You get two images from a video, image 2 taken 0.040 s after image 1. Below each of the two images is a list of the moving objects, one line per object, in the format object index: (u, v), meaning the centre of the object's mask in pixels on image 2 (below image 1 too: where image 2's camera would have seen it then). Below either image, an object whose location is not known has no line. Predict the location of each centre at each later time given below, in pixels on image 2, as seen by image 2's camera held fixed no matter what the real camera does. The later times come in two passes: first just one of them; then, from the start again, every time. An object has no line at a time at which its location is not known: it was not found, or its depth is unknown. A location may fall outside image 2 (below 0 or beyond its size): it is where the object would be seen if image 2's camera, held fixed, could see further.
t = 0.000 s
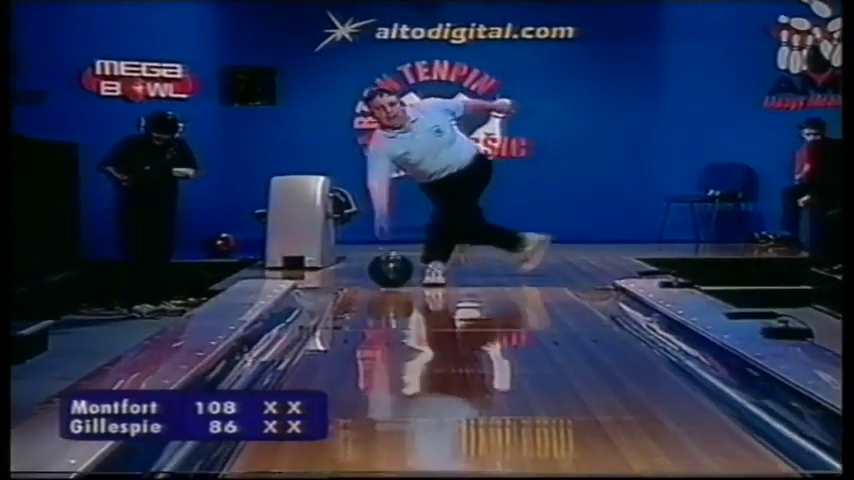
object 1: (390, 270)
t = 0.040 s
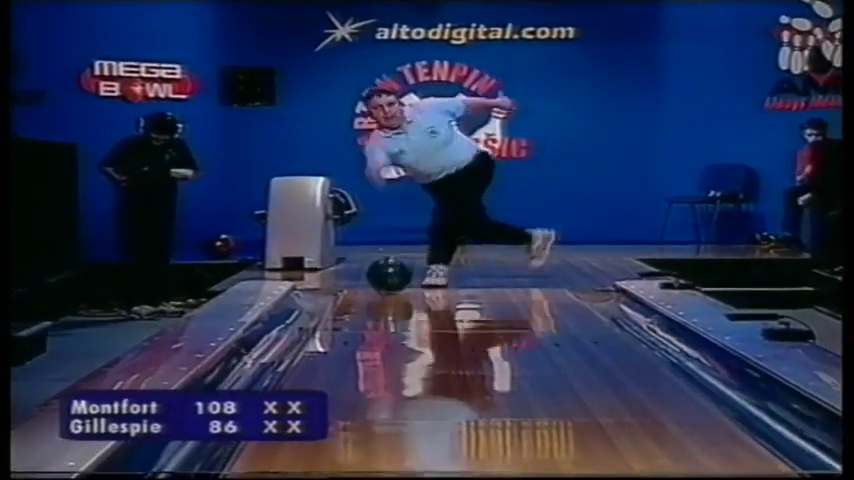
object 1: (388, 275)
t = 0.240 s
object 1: (383, 292)
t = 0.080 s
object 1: (388, 278)
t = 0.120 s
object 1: (387, 281)
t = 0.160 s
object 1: (385, 284)
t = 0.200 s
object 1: (384, 288)
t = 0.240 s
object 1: (383, 292)
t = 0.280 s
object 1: (381, 296)
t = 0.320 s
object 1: (380, 301)
